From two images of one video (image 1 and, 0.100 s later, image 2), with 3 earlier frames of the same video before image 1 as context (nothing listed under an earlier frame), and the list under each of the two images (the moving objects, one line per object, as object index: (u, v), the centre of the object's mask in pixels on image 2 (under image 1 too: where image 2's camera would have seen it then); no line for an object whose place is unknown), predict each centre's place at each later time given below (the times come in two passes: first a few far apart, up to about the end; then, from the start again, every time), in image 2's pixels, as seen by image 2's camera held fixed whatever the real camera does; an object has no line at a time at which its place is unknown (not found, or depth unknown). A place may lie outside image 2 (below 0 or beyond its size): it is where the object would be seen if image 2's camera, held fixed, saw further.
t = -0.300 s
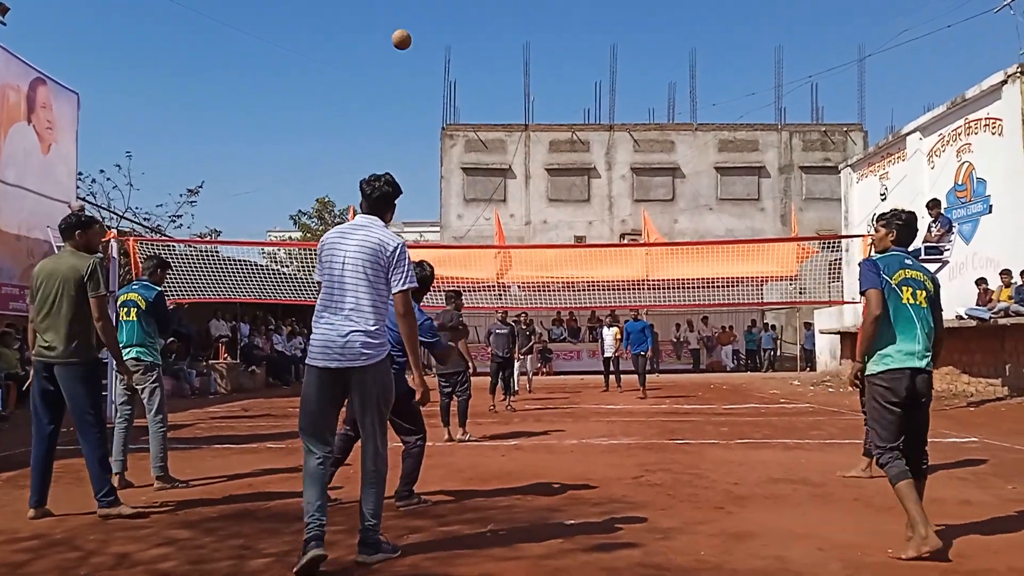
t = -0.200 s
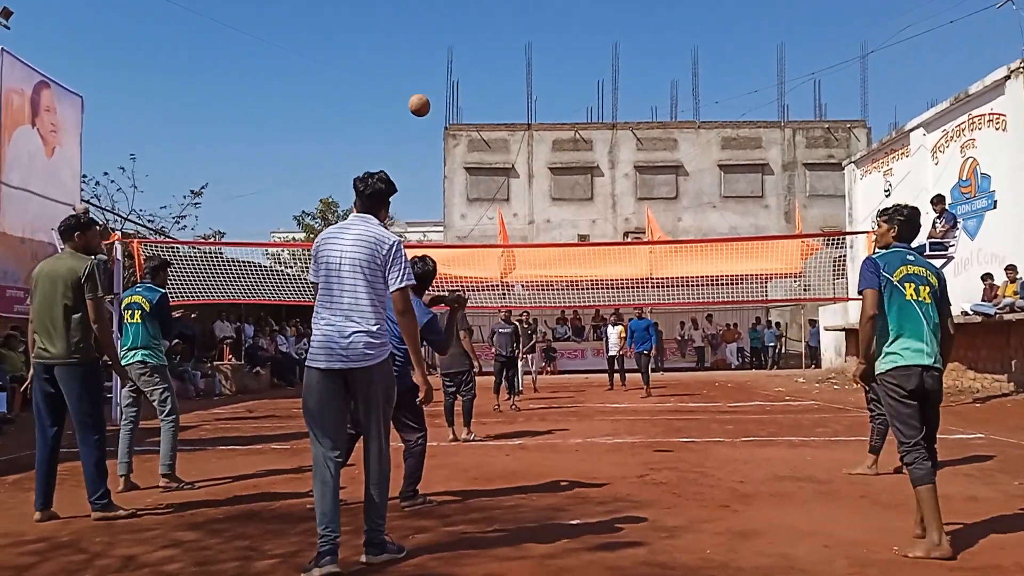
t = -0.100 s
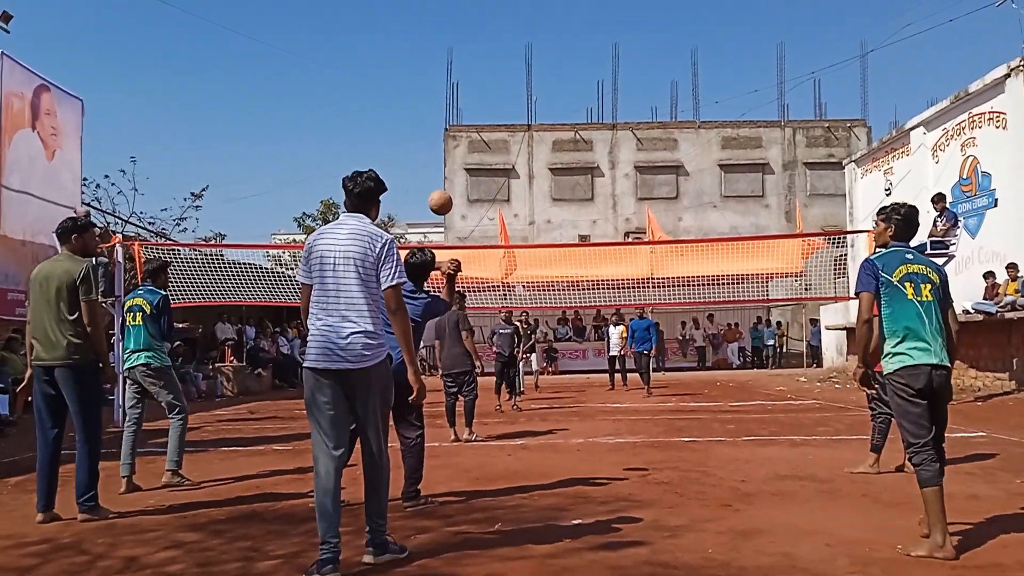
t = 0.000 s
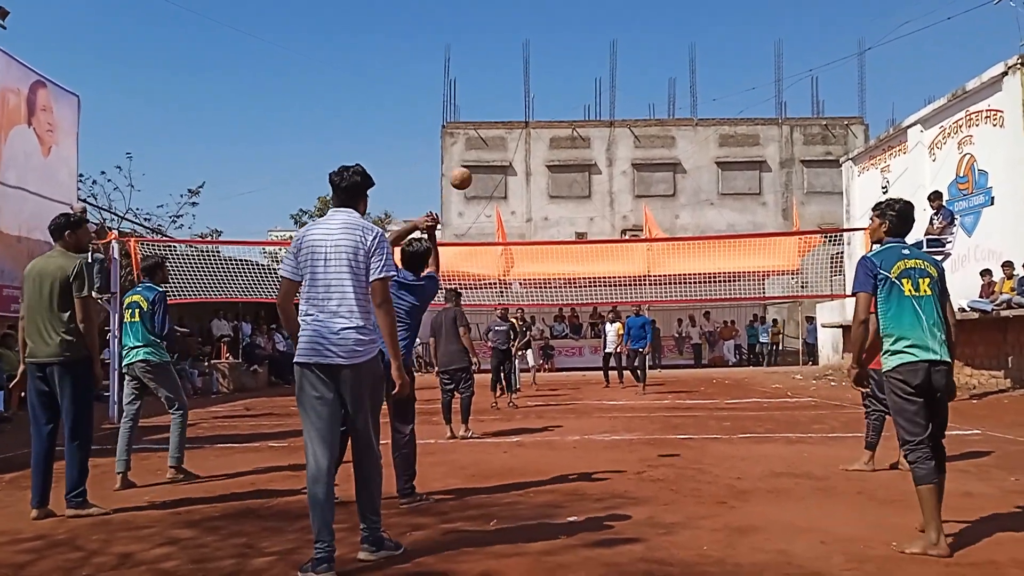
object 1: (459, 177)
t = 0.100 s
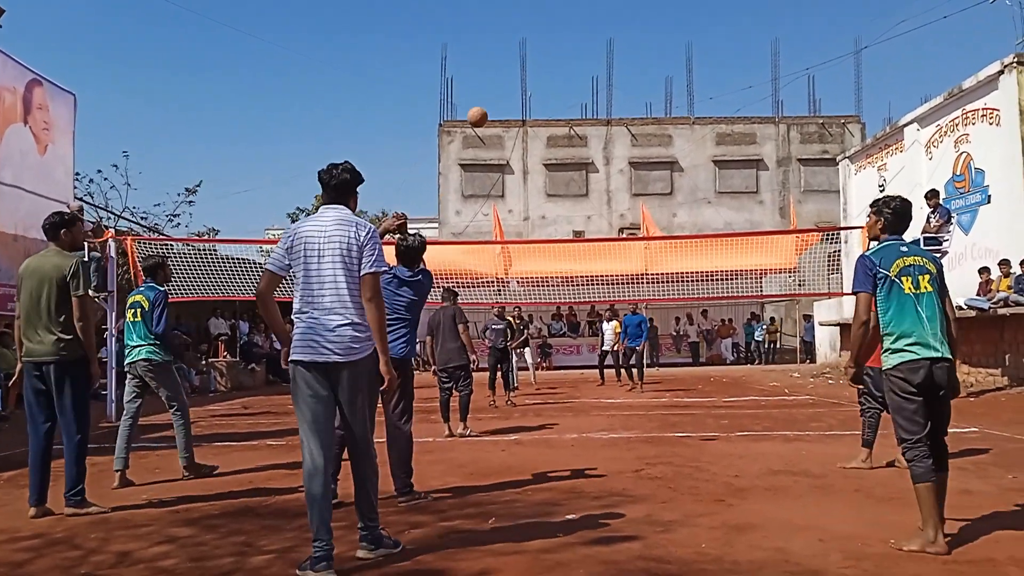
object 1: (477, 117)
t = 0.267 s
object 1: (505, 65)
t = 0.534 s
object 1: (539, 59)
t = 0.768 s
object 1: (565, 99)
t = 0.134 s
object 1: (483, 102)
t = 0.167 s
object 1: (489, 90)
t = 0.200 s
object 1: (494, 79)
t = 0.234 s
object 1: (499, 71)
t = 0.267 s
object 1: (505, 65)
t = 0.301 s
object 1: (509, 60)
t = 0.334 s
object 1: (514, 56)
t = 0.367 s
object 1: (518, 54)
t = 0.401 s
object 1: (523, 53)
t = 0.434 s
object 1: (527, 53)
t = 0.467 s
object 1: (531, 54)
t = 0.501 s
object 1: (535, 56)
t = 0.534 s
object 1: (539, 59)
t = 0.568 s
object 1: (543, 62)
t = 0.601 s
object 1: (547, 67)
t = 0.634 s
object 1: (550, 72)
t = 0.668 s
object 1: (554, 78)
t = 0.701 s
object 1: (558, 84)
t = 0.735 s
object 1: (561, 91)
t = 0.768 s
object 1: (565, 99)
